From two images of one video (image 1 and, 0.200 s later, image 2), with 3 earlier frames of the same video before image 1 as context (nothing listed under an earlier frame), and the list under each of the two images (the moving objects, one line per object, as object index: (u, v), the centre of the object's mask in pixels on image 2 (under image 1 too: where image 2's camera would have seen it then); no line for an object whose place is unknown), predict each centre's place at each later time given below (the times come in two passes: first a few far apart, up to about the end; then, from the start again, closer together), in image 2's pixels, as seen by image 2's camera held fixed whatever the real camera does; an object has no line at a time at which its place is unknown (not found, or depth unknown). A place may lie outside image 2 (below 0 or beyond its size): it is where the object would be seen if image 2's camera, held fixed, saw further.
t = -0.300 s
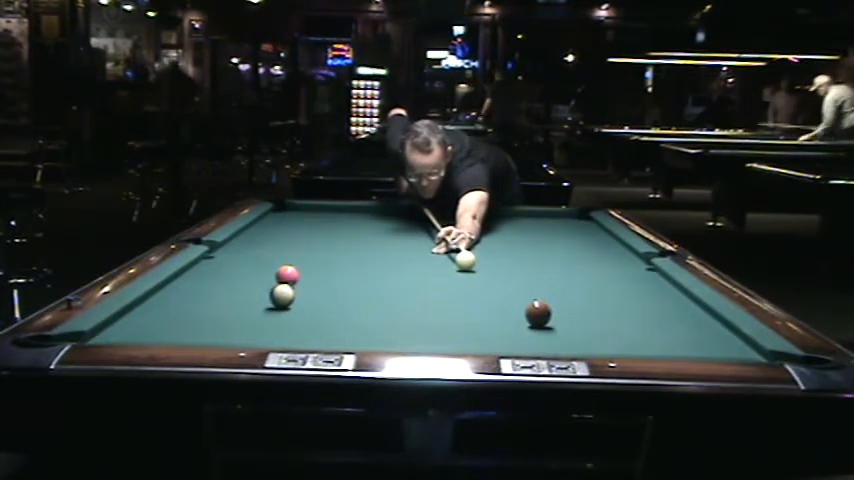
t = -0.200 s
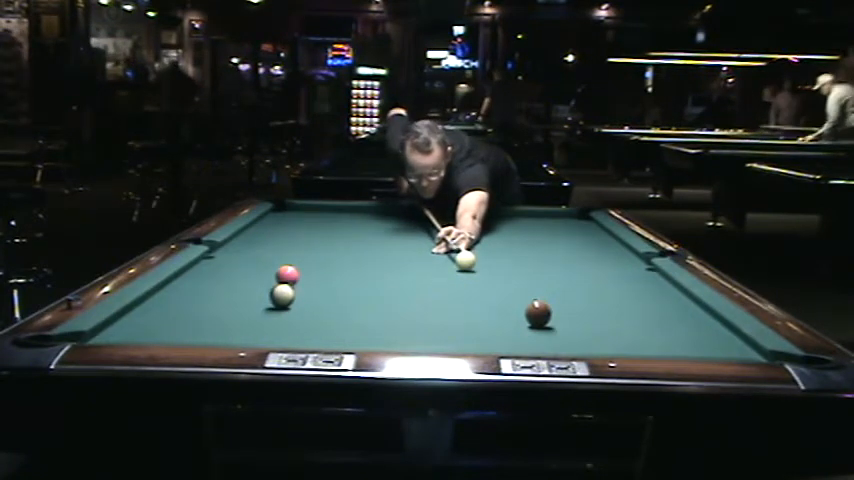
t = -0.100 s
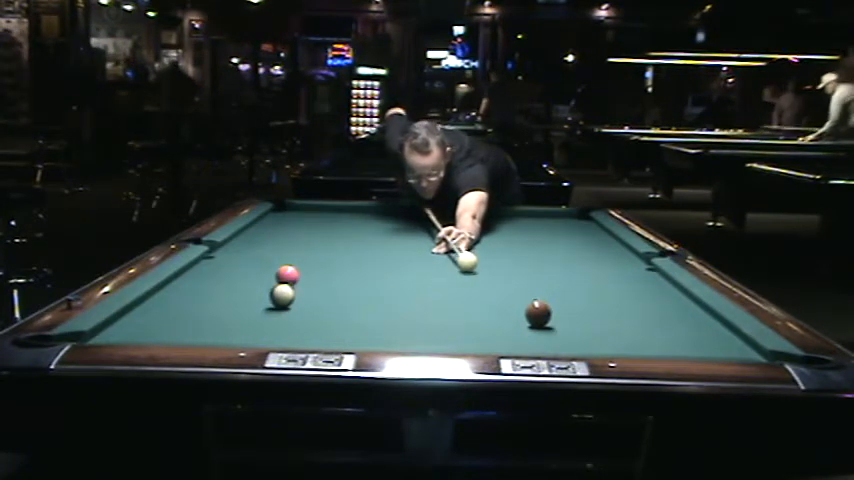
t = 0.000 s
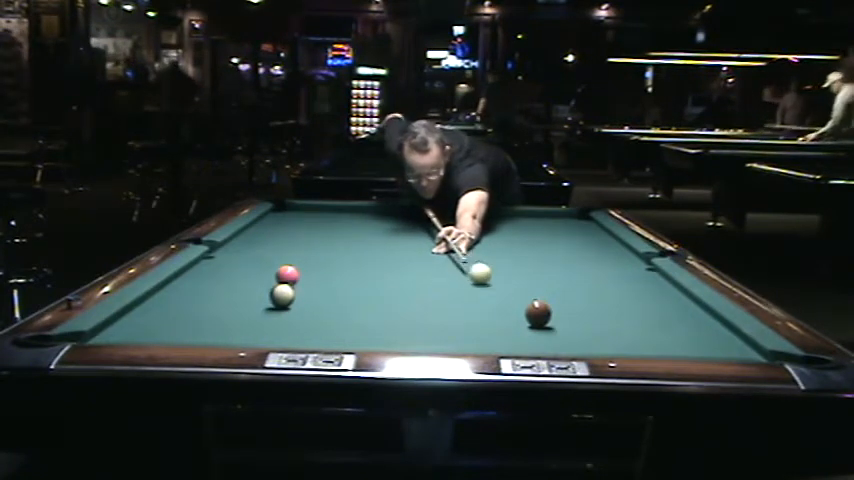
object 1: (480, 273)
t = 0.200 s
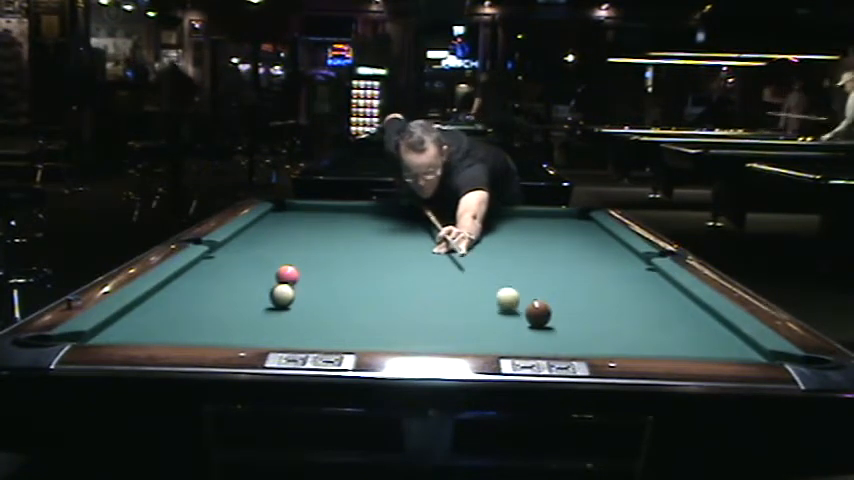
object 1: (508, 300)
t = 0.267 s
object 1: (515, 310)
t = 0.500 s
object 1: (457, 330)
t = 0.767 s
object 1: (386, 338)
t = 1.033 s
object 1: (320, 325)
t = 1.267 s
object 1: (271, 312)
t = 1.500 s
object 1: (227, 299)
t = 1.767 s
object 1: (185, 287)
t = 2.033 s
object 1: (201, 279)
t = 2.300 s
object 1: (234, 273)
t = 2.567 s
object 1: (264, 267)
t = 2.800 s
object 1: (287, 259)
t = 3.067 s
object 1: (310, 259)
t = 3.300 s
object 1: (328, 256)
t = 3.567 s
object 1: (347, 253)
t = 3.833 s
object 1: (363, 250)
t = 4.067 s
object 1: (375, 248)
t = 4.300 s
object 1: (386, 246)
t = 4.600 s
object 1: (399, 244)
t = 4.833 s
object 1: (407, 242)
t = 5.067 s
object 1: (414, 240)
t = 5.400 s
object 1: (422, 239)
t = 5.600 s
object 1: (426, 239)
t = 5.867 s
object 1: (429, 238)
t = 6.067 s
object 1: (432, 237)
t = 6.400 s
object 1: (435, 237)
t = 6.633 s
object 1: (435, 237)
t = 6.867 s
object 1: (435, 237)
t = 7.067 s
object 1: (436, 236)
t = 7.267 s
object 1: (435, 237)
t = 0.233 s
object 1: (512, 305)
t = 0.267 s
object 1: (515, 310)
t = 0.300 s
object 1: (506, 312)
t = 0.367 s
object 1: (487, 317)
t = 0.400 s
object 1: (479, 320)
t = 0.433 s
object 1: (472, 323)
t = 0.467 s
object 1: (464, 327)
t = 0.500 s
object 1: (457, 330)
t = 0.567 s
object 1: (440, 335)
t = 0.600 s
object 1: (432, 337)
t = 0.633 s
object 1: (423, 339)
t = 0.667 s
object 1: (414, 340)
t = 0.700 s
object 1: (405, 341)
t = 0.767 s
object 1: (386, 338)
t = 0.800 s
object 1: (377, 337)
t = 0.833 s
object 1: (369, 336)
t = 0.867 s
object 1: (360, 334)
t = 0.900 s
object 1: (352, 333)
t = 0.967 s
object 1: (336, 330)
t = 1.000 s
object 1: (328, 328)
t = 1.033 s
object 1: (320, 325)
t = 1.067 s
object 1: (313, 323)
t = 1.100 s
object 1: (306, 321)
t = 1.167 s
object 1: (291, 317)
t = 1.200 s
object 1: (284, 315)
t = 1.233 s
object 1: (278, 314)
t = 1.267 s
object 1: (271, 312)
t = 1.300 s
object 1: (264, 310)
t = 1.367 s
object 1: (251, 306)
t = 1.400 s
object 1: (245, 304)
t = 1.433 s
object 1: (239, 302)
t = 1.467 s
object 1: (233, 301)
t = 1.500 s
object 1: (227, 299)
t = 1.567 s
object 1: (216, 296)
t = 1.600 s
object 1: (211, 295)
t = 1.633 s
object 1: (205, 293)
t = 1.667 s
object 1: (200, 292)
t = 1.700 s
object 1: (195, 290)
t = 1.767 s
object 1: (185, 287)
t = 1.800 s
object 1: (180, 286)
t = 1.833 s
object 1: (176, 285)
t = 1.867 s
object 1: (176, 284)
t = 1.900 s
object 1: (181, 283)
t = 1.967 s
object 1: (191, 281)
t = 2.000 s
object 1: (195, 280)
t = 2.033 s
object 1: (201, 279)
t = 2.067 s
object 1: (204, 278)
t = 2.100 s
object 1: (209, 277)
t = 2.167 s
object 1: (218, 276)
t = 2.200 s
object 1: (222, 275)
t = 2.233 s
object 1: (226, 274)
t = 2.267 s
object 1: (230, 274)
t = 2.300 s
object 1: (234, 273)
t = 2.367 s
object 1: (242, 271)
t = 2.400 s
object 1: (246, 271)
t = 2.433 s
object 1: (249, 270)
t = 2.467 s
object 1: (253, 269)
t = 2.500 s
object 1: (257, 269)
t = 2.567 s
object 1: (264, 267)
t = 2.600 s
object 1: (267, 267)
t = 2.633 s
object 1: (270, 266)
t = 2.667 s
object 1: (273, 265)
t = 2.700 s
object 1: (276, 264)
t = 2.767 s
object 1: (283, 260)
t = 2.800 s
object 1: (287, 259)
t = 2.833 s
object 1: (290, 259)
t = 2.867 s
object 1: (294, 260)
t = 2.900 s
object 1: (297, 260)
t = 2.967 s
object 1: (302, 260)
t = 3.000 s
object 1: (305, 260)
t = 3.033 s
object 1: (308, 260)
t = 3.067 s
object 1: (310, 259)
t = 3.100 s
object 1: (313, 259)
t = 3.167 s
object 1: (318, 258)
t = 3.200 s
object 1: (321, 257)
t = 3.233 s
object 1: (323, 257)
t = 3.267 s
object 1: (326, 257)
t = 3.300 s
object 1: (328, 256)
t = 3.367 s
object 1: (332, 255)
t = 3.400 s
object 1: (335, 255)
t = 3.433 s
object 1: (337, 254)
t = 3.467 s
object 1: (340, 254)
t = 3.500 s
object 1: (342, 254)
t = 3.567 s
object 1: (347, 253)
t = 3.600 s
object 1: (348, 252)
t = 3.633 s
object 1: (351, 252)
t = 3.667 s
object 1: (353, 252)
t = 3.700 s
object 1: (355, 252)
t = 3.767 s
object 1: (359, 251)
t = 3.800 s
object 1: (361, 251)
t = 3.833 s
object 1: (363, 250)
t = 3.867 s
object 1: (365, 250)
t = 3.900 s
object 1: (366, 249)
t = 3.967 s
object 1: (370, 248)
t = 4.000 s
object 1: (372, 248)
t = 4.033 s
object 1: (373, 248)
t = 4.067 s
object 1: (375, 248)
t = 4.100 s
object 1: (377, 248)
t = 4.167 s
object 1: (380, 247)
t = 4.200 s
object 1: (382, 247)
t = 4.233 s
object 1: (383, 247)
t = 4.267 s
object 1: (385, 246)
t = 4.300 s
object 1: (386, 246)
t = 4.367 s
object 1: (389, 246)
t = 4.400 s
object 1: (391, 245)
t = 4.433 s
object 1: (392, 245)
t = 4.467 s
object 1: (393, 245)
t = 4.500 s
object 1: (395, 244)
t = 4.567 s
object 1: (397, 244)
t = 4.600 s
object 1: (399, 244)
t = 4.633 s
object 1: (400, 243)
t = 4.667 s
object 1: (401, 243)
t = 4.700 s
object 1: (402, 243)
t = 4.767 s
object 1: (404, 242)
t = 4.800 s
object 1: (406, 242)
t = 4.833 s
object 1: (407, 242)
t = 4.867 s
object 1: (408, 242)
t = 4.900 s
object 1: (409, 242)
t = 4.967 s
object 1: (411, 241)
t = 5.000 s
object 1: (412, 241)
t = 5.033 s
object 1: (413, 241)
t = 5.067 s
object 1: (414, 240)
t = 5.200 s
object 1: (417, 240)
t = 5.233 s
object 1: (418, 240)
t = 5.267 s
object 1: (419, 240)
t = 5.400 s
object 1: (422, 239)
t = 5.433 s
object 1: (422, 239)
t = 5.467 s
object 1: (423, 239)
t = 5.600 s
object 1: (426, 239)
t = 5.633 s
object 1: (426, 238)
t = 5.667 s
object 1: (426, 238)
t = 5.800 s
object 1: (429, 238)
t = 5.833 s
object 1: (429, 238)
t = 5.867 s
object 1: (429, 238)
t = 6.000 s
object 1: (431, 237)
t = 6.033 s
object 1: (432, 237)
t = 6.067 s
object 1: (432, 237)
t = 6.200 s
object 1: (434, 237)
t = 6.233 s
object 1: (434, 237)
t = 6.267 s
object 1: (434, 237)
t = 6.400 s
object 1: (435, 237)
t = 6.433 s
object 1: (435, 237)
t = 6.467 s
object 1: (435, 237)
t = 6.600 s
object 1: (435, 237)
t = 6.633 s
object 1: (435, 237)
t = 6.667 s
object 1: (435, 237)
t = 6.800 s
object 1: (435, 237)
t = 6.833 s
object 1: (435, 236)
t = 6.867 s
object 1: (435, 237)
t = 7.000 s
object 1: (435, 237)
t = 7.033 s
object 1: (435, 237)
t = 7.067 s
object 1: (436, 236)
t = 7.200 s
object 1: (435, 237)
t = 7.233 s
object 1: (435, 237)
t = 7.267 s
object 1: (435, 237)
